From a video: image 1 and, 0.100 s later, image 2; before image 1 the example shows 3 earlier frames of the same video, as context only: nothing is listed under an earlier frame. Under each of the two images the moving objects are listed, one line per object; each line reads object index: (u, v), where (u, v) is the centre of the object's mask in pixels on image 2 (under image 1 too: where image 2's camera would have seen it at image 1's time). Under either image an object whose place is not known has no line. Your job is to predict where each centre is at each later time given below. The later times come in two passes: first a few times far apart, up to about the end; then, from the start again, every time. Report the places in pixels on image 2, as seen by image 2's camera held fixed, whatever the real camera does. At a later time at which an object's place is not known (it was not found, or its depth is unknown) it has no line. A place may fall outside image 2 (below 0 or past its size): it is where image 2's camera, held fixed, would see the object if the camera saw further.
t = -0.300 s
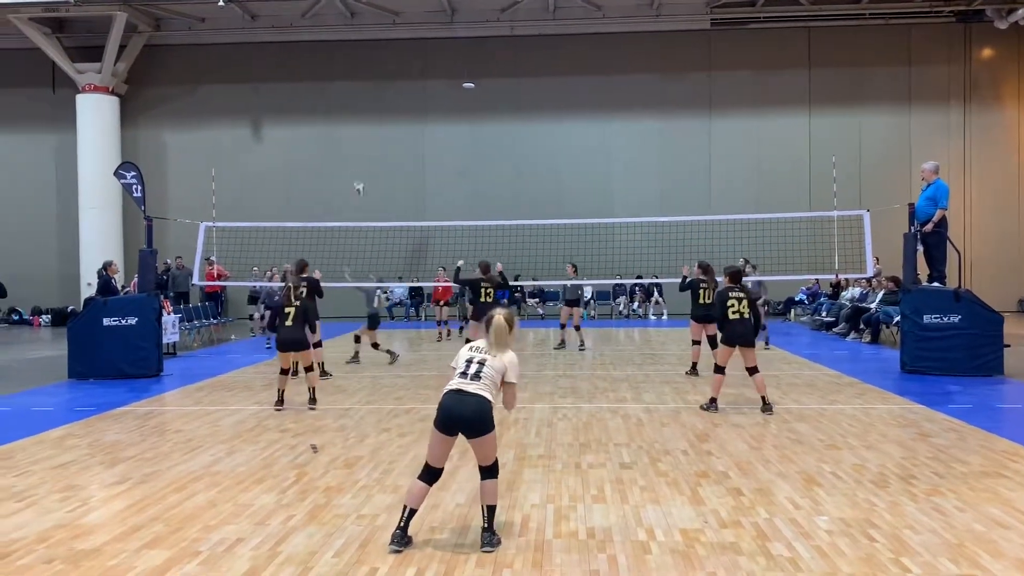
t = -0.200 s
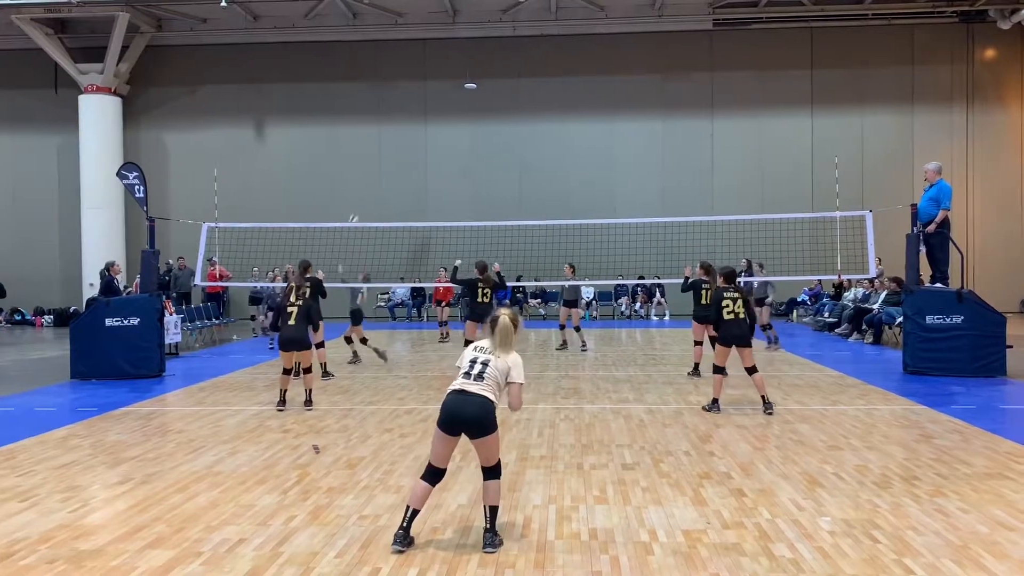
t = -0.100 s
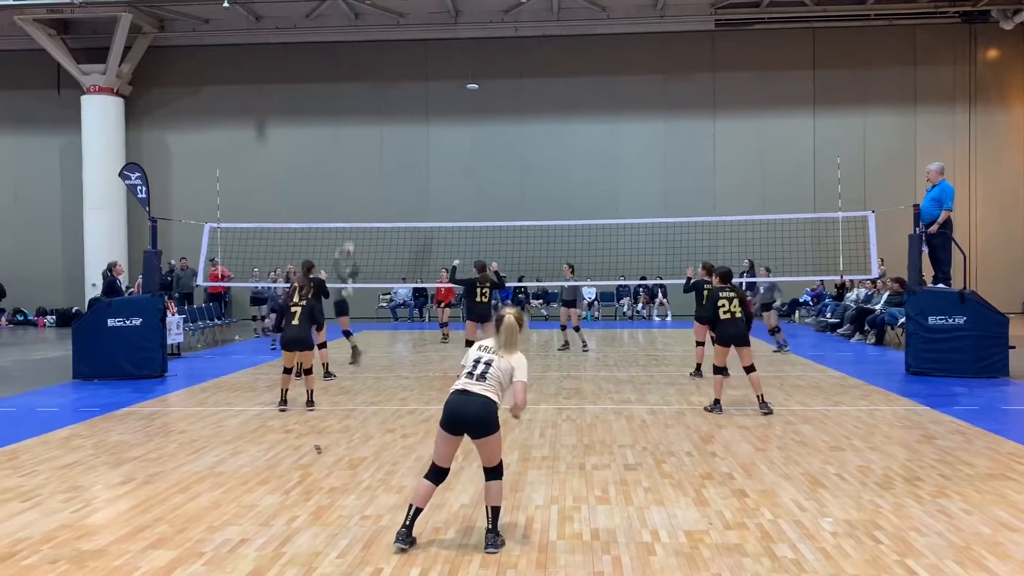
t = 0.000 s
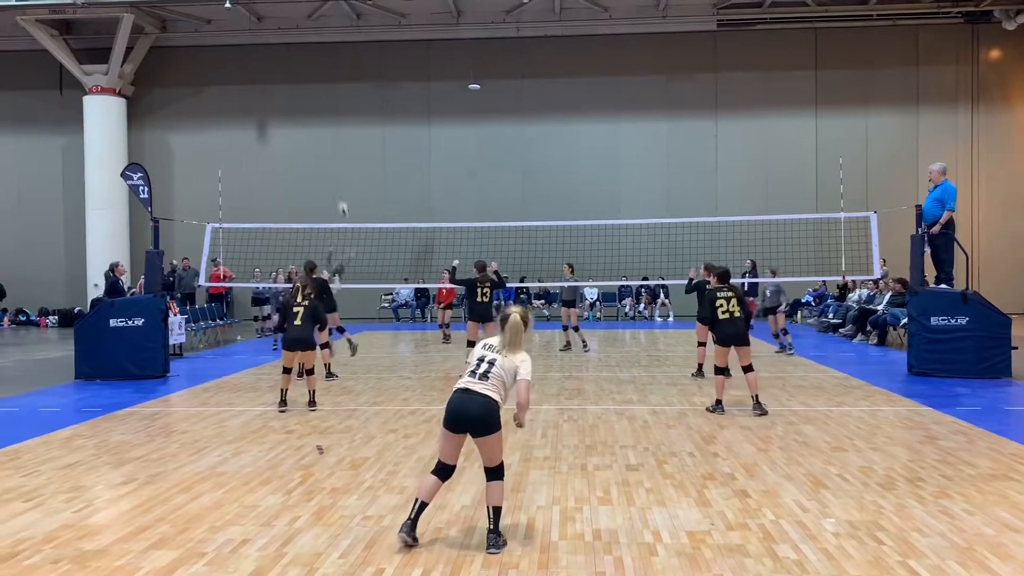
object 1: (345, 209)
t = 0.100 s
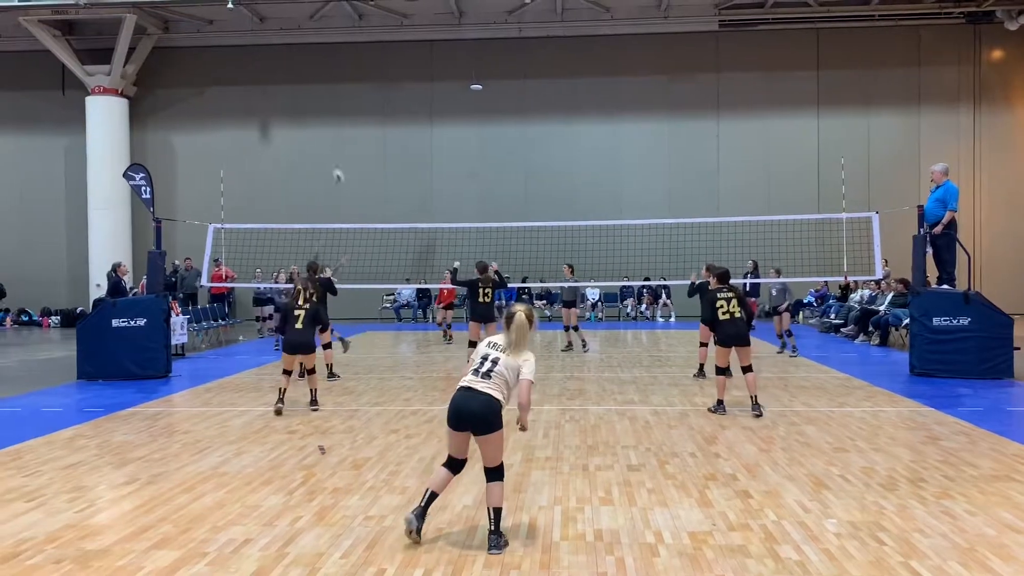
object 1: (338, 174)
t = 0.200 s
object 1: (332, 149)
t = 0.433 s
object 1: (321, 112)
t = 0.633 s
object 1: (312, 108)
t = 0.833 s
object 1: (304, 125)
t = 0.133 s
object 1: (336, 166)
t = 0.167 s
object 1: (334, 158)
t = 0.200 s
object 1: (332, 149)
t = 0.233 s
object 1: (331, 141)
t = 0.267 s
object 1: (329, 135)
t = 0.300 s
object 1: (327, 129)
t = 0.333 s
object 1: (326, 124)
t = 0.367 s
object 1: (324, 120)
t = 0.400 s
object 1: (322, 115)
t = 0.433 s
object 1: (321, 112)
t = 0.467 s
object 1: (320, 111)
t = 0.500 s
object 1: (318, 109)
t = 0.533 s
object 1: (316, 108)
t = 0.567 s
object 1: (314, 107)
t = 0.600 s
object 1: (313, 108)
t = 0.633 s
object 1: (312, 108)
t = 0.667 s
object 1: (311, 109)
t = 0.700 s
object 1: (309, 111)
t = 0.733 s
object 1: (308, 113)
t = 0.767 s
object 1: (307, 116)
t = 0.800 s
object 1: (305, 120)
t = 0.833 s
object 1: (304, 125)
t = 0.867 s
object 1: (303, 129)
